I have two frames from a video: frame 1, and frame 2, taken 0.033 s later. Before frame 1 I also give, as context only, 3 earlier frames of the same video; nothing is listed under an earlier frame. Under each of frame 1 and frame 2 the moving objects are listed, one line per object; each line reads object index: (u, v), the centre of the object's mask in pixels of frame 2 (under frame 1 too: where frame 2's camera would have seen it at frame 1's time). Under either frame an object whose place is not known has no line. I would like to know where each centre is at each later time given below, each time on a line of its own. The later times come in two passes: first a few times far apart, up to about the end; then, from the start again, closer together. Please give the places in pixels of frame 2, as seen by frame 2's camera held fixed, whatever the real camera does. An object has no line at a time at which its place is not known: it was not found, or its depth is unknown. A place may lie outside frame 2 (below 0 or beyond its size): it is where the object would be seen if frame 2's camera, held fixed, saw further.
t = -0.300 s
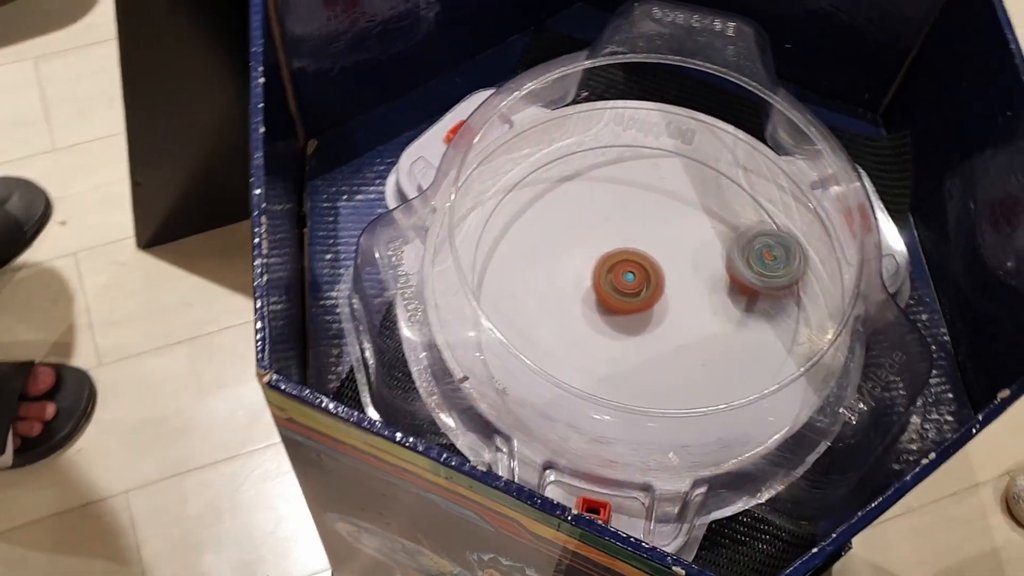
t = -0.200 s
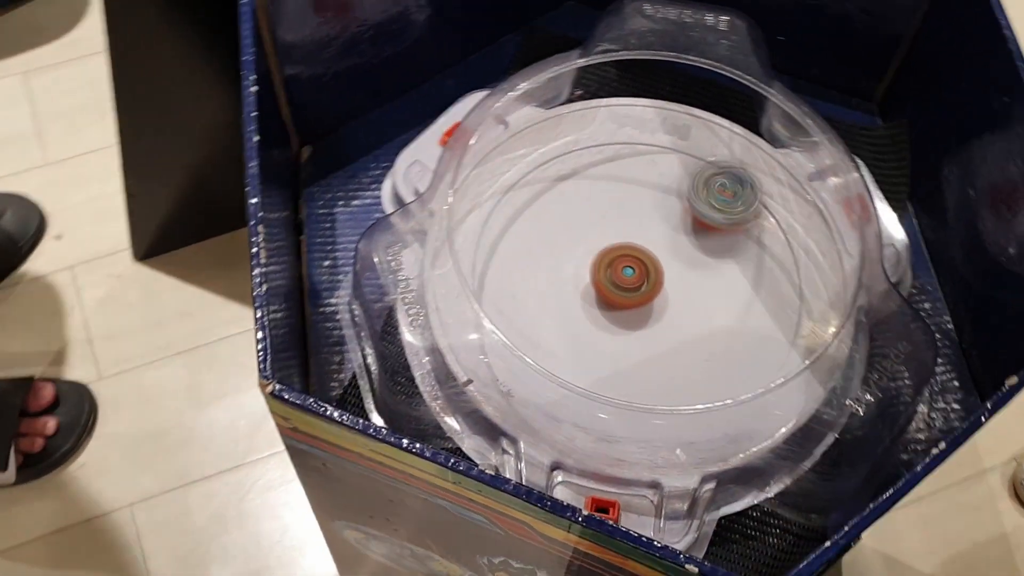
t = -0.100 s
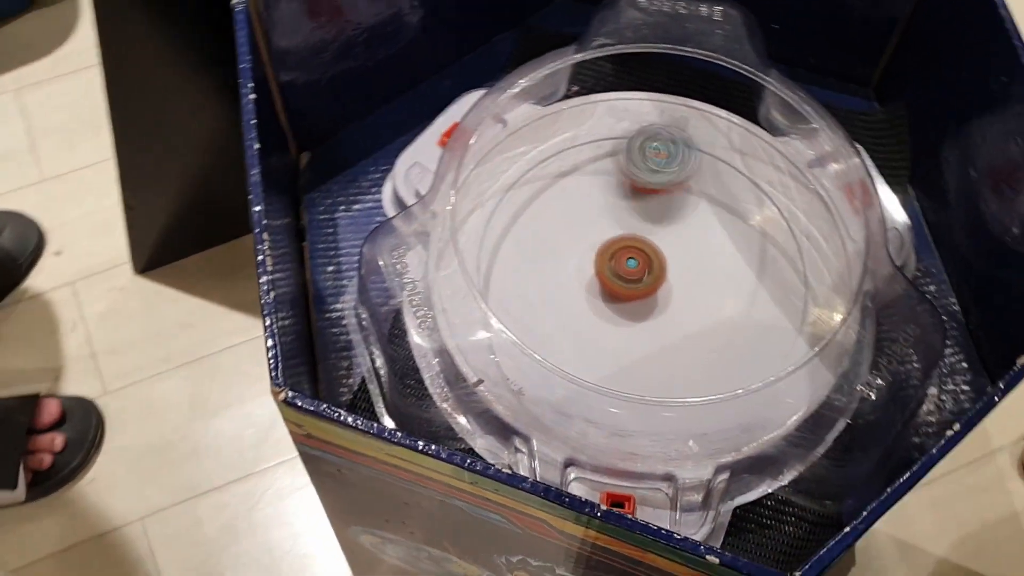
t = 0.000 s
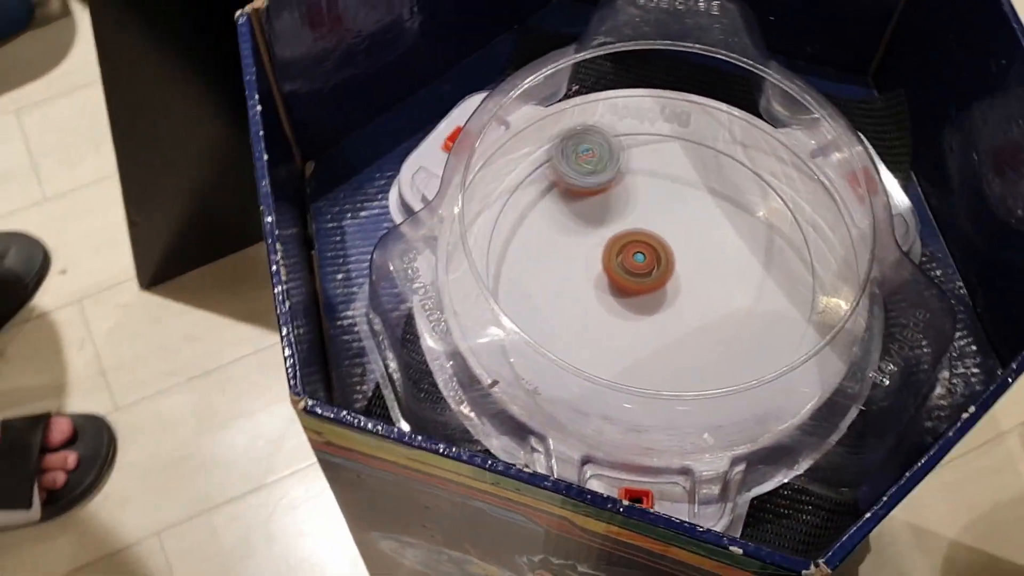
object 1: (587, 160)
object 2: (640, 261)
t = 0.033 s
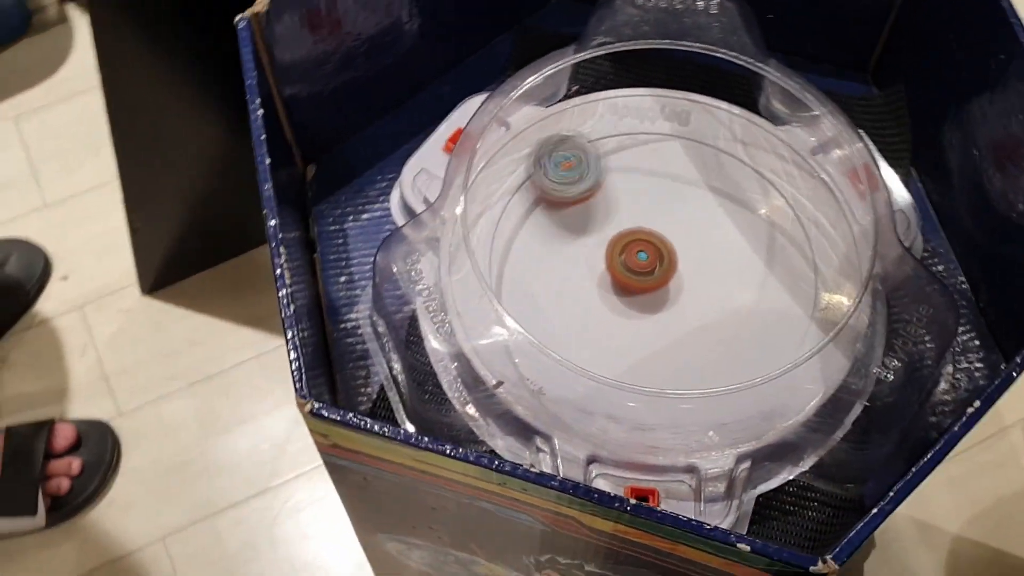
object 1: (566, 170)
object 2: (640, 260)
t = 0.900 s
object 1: (708, 160)
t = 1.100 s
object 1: (575, 158)
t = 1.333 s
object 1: (543, 290)
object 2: (653, 257)
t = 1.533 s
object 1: (672, 364)
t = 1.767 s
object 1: (782, 278)
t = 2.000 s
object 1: (702, 161)
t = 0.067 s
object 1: (548, 183)
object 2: (641, 260)
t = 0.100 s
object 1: (533, 199)
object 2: (641, 260)
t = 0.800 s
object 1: (756, 205)
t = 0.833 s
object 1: (743, 188)
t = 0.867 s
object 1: (726, 172)
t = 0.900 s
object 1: (708, 160)
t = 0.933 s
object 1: (687, 150)
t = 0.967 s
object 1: (666, 145)
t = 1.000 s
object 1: (642, 143)
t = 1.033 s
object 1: (618, 145)
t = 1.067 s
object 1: (595, 149)
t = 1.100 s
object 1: (575, 158)
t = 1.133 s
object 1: (557, 173)
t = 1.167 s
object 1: (543, 188)
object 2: (651, 256)
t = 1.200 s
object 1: (533, 206)
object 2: (651, 256)
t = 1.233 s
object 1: (527, 227)
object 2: (651, 256)
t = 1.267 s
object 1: (527, 249)
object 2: (652, 256)
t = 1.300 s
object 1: (532, 270)
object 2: (652, 256)
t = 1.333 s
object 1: (543, 290)
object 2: (653, 257)
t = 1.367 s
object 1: (559, 310)
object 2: (653, 257)
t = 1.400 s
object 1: (576, 325)
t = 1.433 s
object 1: (600, 337)
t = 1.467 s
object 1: (622, 347)
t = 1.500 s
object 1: (646, 353)
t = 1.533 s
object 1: (672, 364)
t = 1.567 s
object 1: (694, 354)
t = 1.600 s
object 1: (717, 349)
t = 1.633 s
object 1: (737, 341)
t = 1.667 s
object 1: (754, 330)
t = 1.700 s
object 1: (769, 315)
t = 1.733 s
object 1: (778, 297)
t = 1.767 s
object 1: (782, 278)
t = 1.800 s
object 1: (782, 252)
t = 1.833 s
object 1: (778, 234)
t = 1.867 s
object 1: (771, 215)
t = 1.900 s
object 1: (759, 198)
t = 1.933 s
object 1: (740, 180)
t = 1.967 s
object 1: (723, 170)
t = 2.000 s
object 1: (702, 161)
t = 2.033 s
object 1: (681, 156)
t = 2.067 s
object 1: (657, 154)
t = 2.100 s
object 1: (634, 156)
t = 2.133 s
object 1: (612, 162)
